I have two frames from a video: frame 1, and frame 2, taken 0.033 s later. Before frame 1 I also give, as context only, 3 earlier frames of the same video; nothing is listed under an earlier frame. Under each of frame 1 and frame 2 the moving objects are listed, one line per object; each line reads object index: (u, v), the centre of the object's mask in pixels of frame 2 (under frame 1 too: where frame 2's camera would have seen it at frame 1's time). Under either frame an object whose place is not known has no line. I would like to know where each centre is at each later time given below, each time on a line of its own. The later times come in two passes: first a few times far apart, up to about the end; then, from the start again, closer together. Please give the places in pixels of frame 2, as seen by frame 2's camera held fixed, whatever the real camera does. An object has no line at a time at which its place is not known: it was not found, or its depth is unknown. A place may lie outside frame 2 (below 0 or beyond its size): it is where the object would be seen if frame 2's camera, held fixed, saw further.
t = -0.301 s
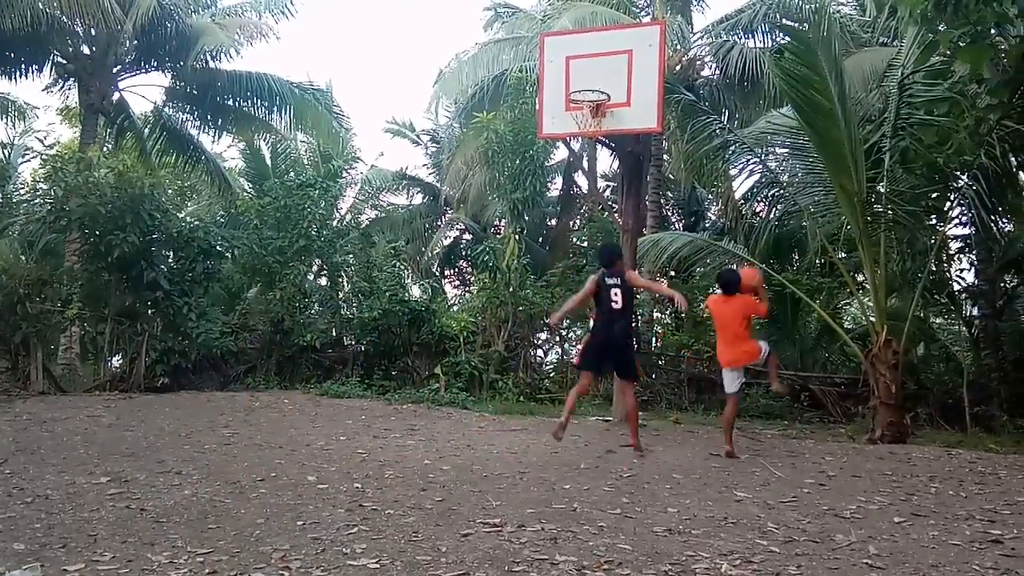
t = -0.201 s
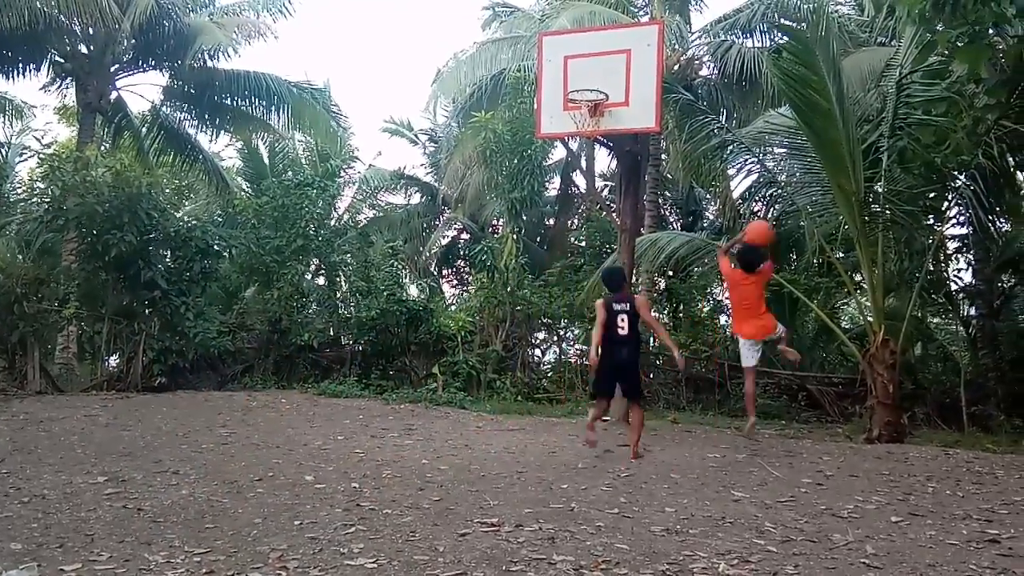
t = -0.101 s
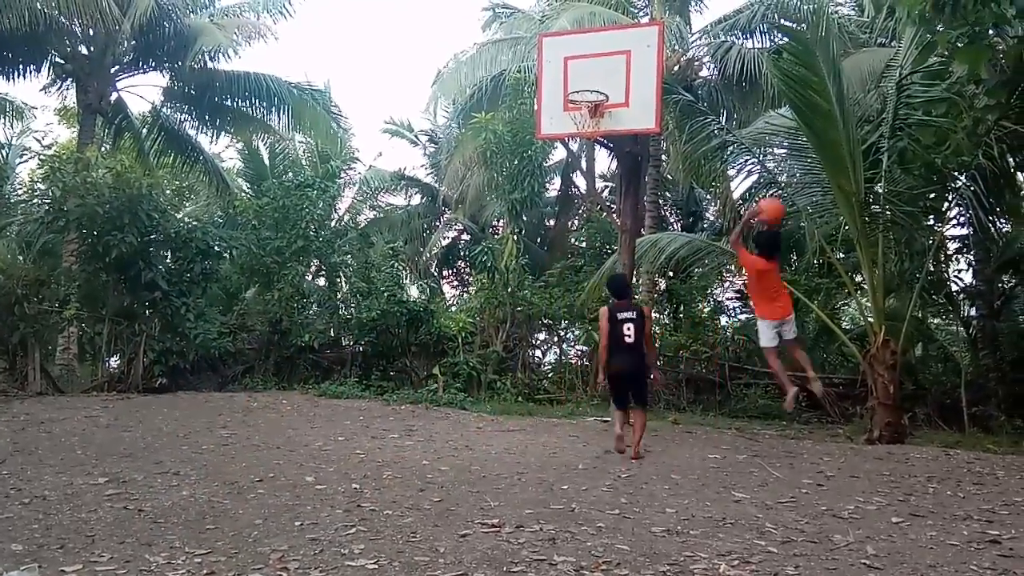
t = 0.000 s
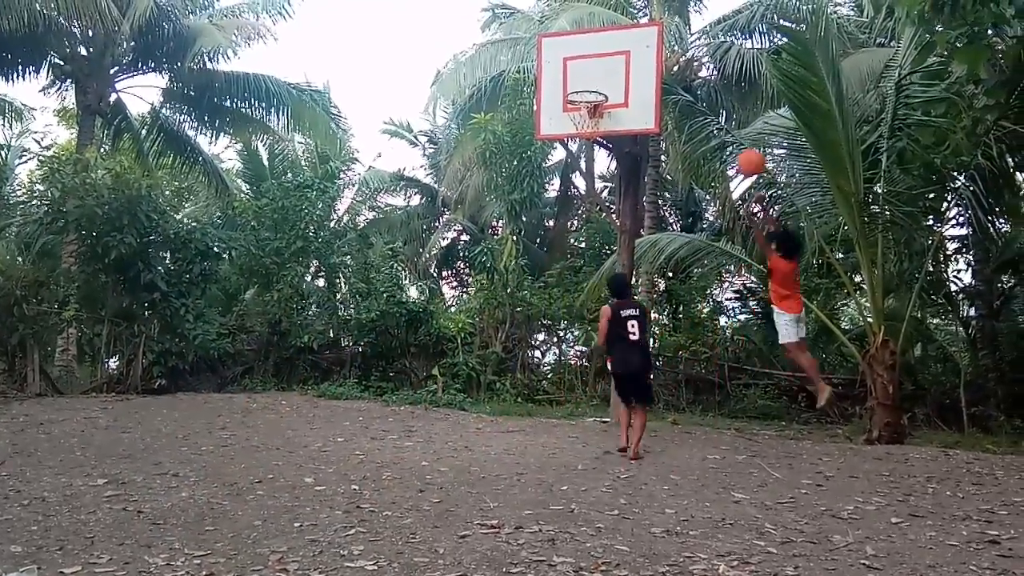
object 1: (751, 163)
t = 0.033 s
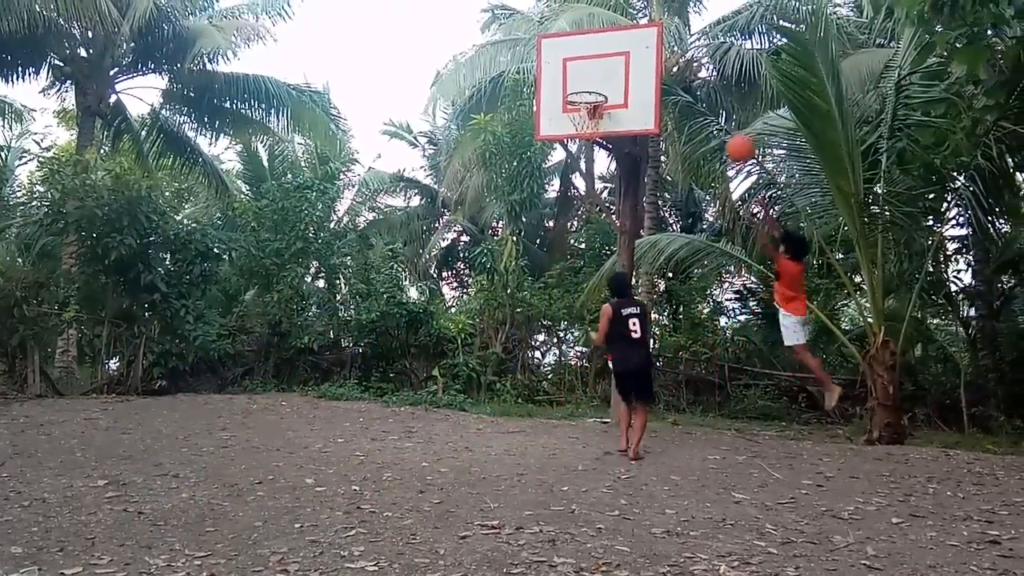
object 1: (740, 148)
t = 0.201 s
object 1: (691, 90)
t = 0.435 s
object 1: (622, 68)
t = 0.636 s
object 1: (556, 106)
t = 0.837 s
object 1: (500, 185)
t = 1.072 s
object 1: (436, 332)
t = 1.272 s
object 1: (401, 392)
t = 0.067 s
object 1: (729, 135)
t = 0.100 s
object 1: (720, 122)
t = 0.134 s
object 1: (709, 110)
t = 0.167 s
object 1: (699, 101)
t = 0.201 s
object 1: (691, 90)
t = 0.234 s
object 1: (680, 84)
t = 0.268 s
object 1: (671, 78)
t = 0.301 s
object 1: (662, 74)
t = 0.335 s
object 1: (652, 71)
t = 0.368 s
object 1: (642, 69)
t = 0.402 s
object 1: (633, 68)
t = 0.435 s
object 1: (622, 68)
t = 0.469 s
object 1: (613, 70)
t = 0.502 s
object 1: (604, 73)
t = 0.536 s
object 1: (584, 82)
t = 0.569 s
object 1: (574, 90)
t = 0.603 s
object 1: (566, 97)
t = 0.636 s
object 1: (556, 106)
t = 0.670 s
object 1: (547, 117)
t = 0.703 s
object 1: (537, 128)
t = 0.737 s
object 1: (528, 141)
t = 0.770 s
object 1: (518, 154)
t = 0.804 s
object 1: (509, 169)
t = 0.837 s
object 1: (500, 185)
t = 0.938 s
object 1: (473, 241)
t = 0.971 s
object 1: (463, 262)
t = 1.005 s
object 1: (456, 283)
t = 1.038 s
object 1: (445, 308)
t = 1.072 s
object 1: (436, 332)
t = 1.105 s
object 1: (427, 355)
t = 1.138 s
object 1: (418, 381)
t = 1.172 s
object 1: (408, 409)
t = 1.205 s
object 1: (401, 432)
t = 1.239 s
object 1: (401, 411)
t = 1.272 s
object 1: (401, 392)
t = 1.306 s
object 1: (400, 372)
